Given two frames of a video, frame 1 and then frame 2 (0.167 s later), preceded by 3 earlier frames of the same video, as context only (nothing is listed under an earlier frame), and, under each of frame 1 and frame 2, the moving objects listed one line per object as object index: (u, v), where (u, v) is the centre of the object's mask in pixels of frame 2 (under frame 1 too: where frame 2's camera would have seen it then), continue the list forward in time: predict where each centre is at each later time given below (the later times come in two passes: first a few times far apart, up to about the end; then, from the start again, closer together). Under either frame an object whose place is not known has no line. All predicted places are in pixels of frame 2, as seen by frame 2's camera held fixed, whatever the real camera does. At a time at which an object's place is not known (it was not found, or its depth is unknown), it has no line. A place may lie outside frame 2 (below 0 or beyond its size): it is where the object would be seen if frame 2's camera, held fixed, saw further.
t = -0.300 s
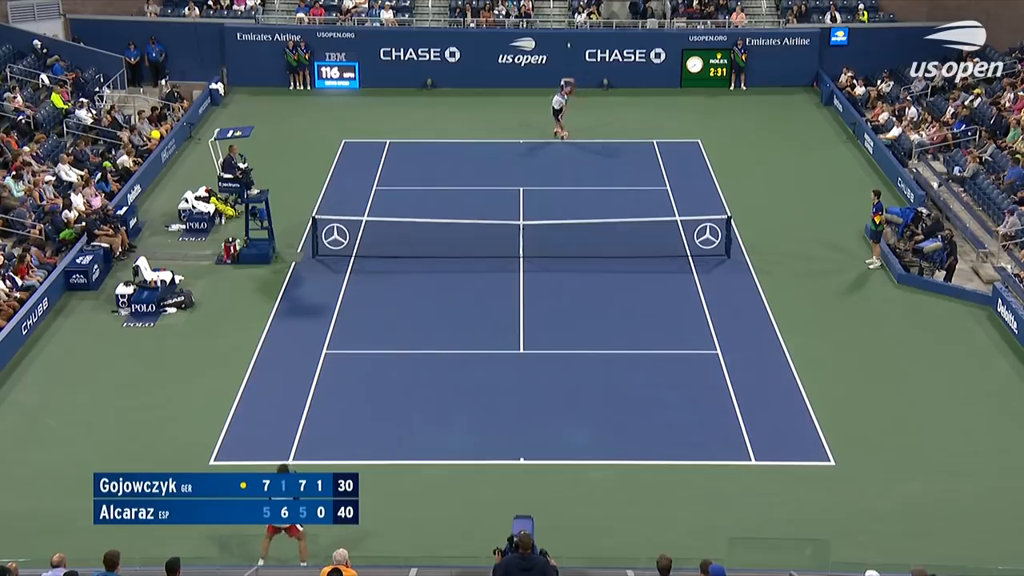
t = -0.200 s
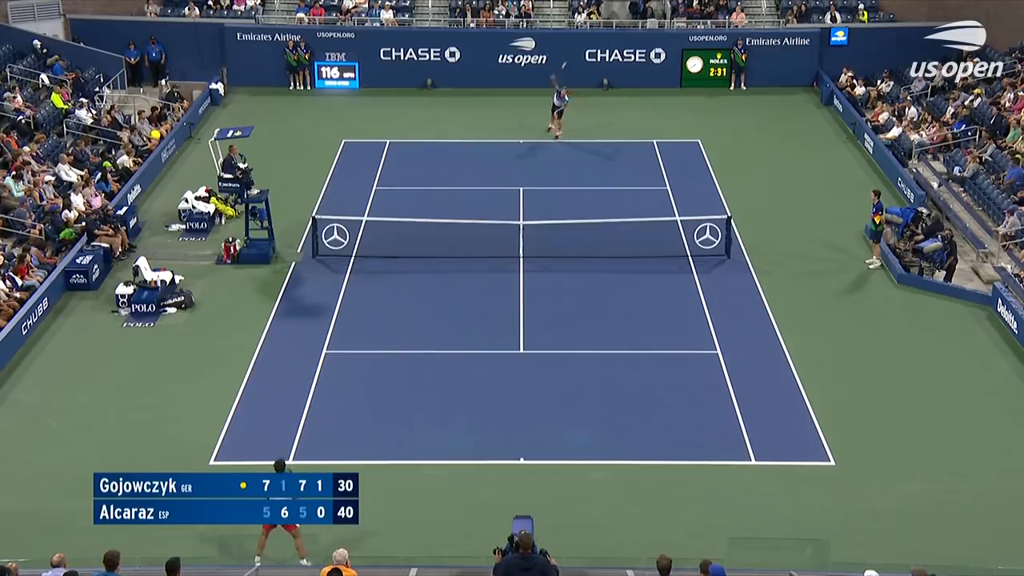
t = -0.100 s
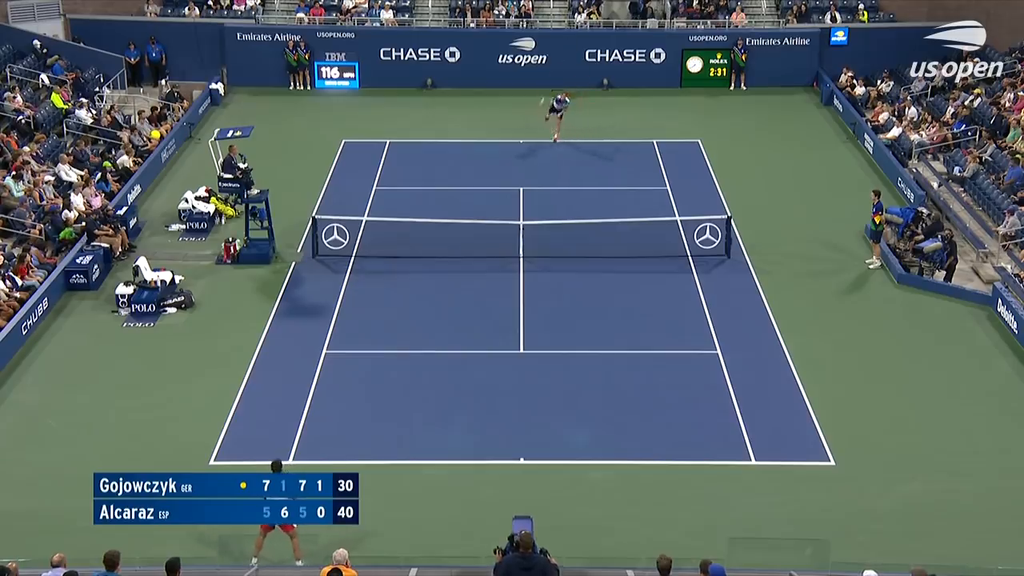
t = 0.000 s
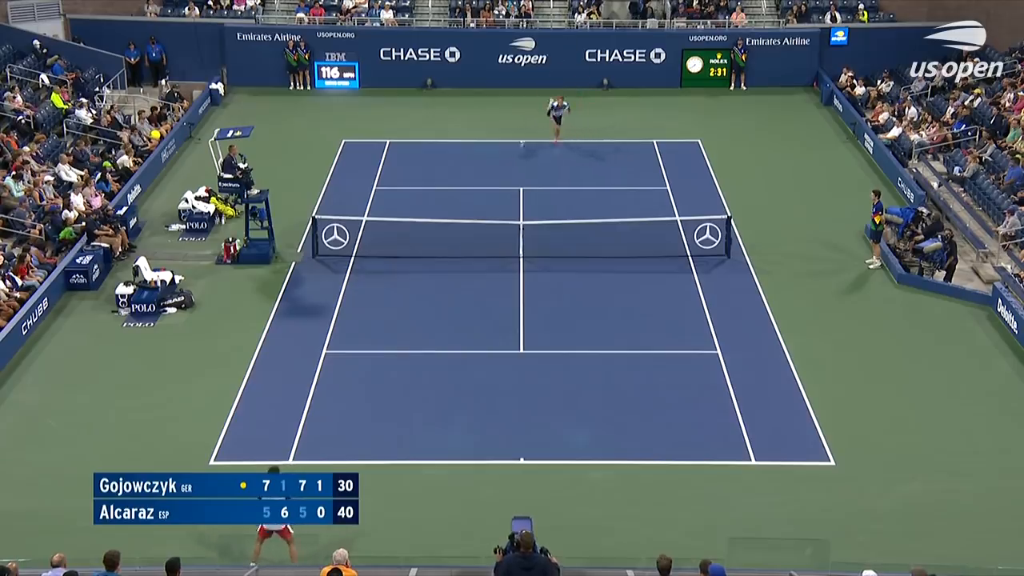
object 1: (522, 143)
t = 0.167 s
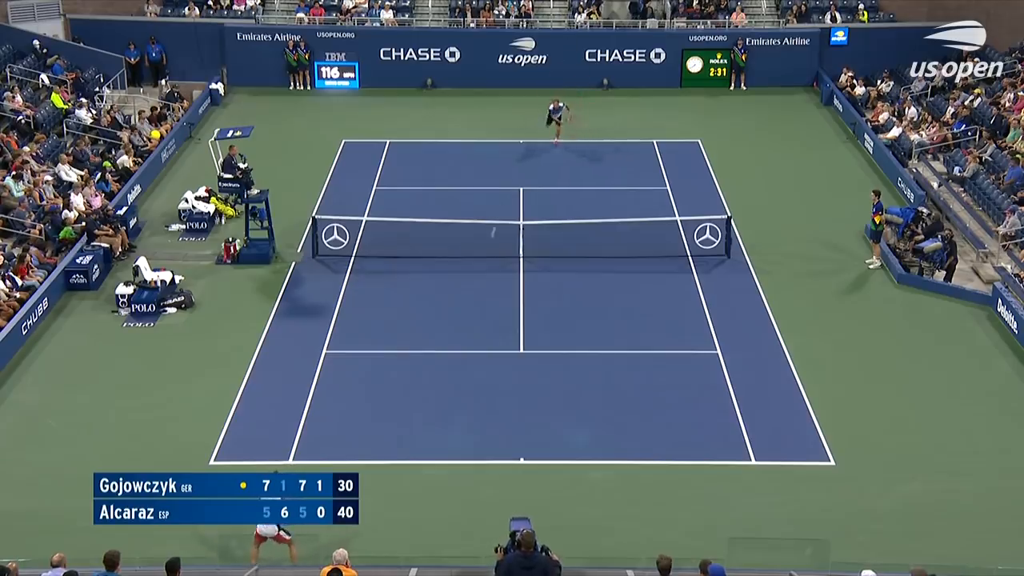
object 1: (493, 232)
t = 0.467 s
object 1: (451, 340)
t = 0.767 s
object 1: (419, 390)
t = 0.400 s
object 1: (459, 336)
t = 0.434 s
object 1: (455, 338)
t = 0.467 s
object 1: (451, 340)
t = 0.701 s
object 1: (425, 372)
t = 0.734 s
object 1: (422, 380)
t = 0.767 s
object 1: (419, 390)
